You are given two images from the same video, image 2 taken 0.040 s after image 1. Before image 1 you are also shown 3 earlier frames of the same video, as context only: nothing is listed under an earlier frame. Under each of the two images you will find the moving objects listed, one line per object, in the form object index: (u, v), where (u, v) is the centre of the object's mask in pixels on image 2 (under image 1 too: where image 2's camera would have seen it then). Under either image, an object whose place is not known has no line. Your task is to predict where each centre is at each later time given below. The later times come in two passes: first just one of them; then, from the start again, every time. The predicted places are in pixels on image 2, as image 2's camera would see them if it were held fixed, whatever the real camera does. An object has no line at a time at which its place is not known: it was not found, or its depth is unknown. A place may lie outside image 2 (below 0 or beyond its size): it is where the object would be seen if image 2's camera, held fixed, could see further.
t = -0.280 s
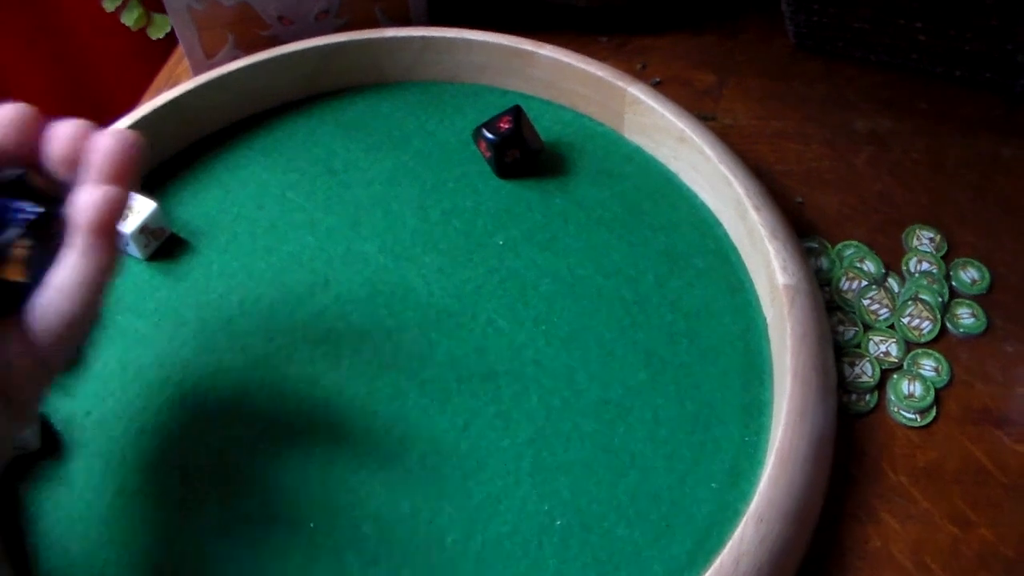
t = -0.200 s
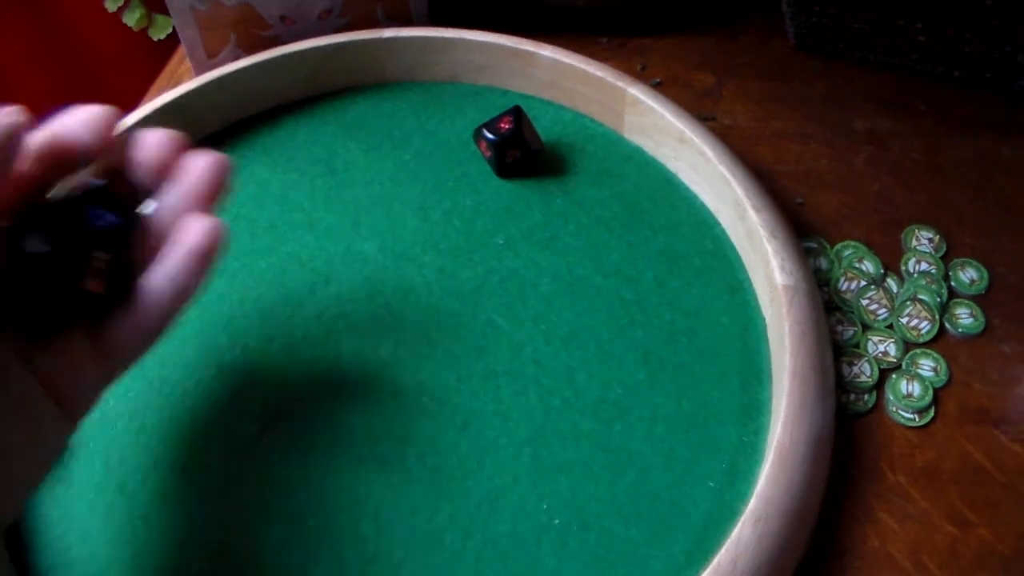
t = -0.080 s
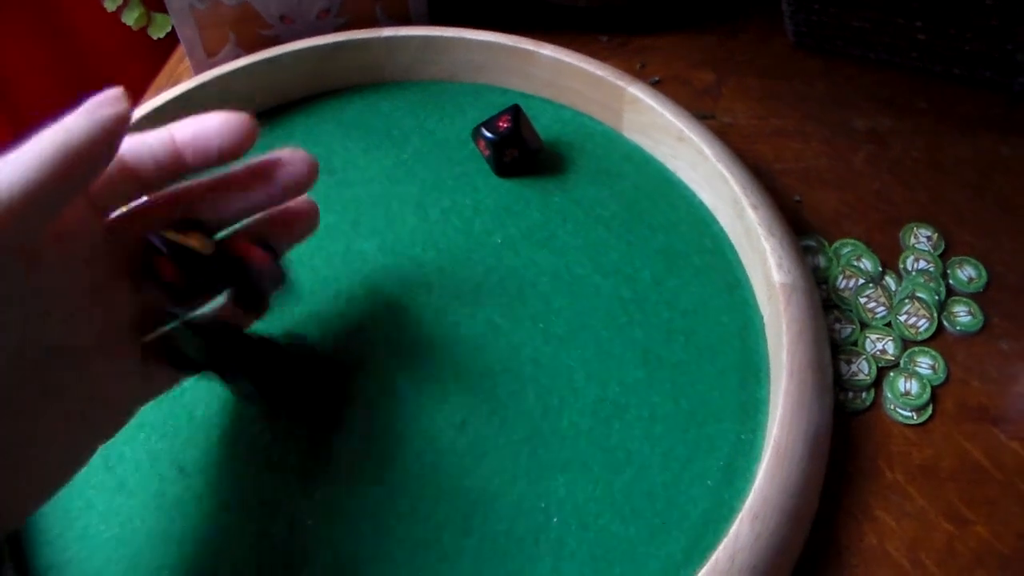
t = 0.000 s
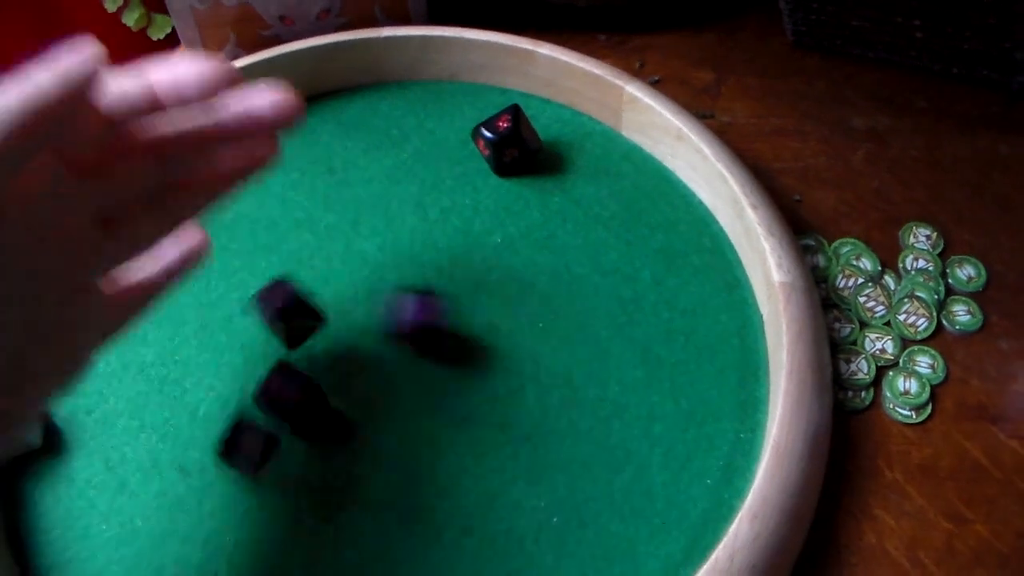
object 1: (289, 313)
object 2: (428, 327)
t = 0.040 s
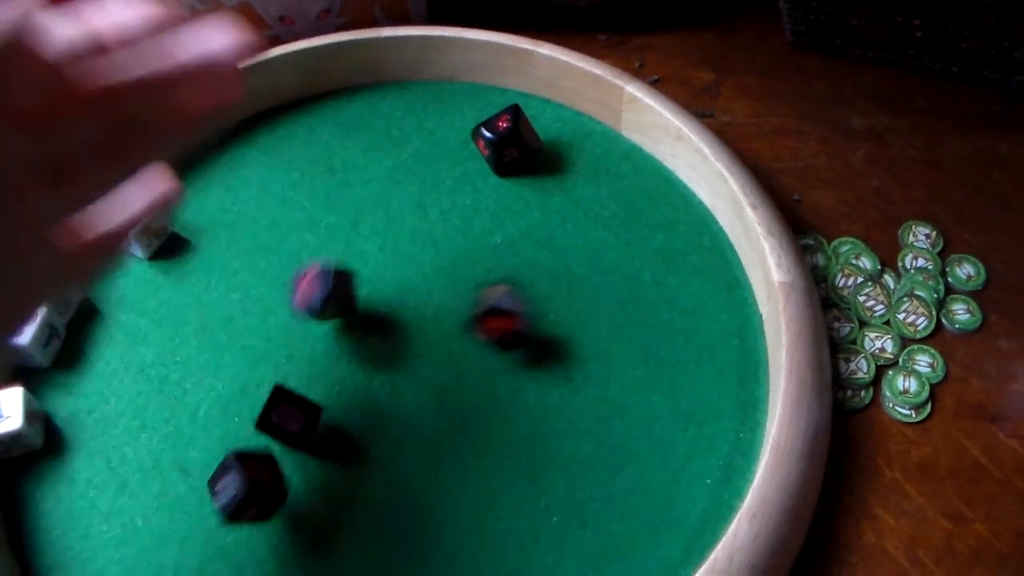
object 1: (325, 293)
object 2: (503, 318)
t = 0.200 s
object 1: (426, 222)
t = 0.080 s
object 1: (354, 269)
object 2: (579, 313)
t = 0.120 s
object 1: (385, 250)
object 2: (646, 324)
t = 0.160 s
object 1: (406, 229)
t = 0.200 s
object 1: (426, 222)
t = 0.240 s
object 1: (432, 217)
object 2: (736, 340)
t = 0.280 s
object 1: (427, 214)
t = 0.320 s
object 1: (428, 213)
